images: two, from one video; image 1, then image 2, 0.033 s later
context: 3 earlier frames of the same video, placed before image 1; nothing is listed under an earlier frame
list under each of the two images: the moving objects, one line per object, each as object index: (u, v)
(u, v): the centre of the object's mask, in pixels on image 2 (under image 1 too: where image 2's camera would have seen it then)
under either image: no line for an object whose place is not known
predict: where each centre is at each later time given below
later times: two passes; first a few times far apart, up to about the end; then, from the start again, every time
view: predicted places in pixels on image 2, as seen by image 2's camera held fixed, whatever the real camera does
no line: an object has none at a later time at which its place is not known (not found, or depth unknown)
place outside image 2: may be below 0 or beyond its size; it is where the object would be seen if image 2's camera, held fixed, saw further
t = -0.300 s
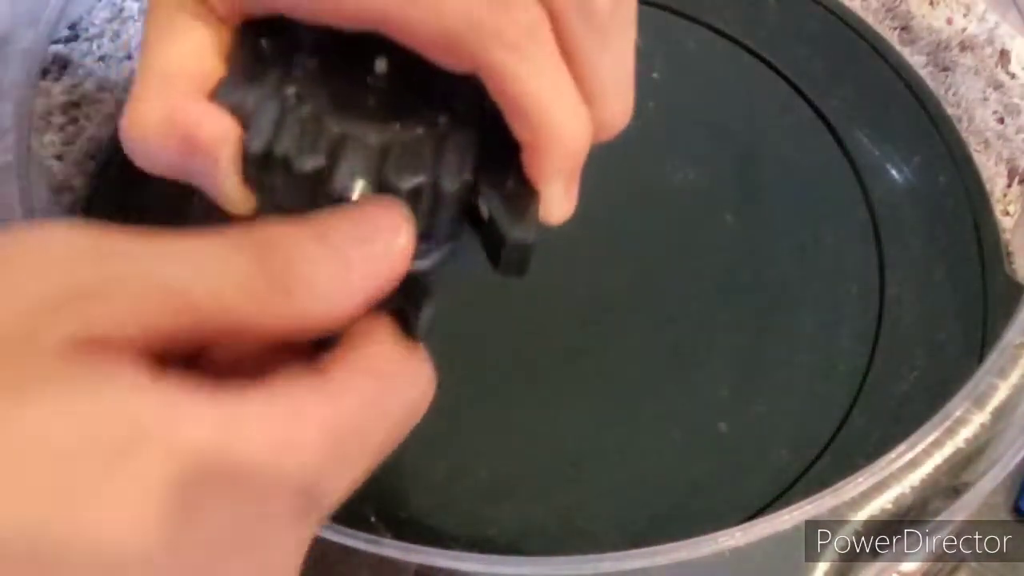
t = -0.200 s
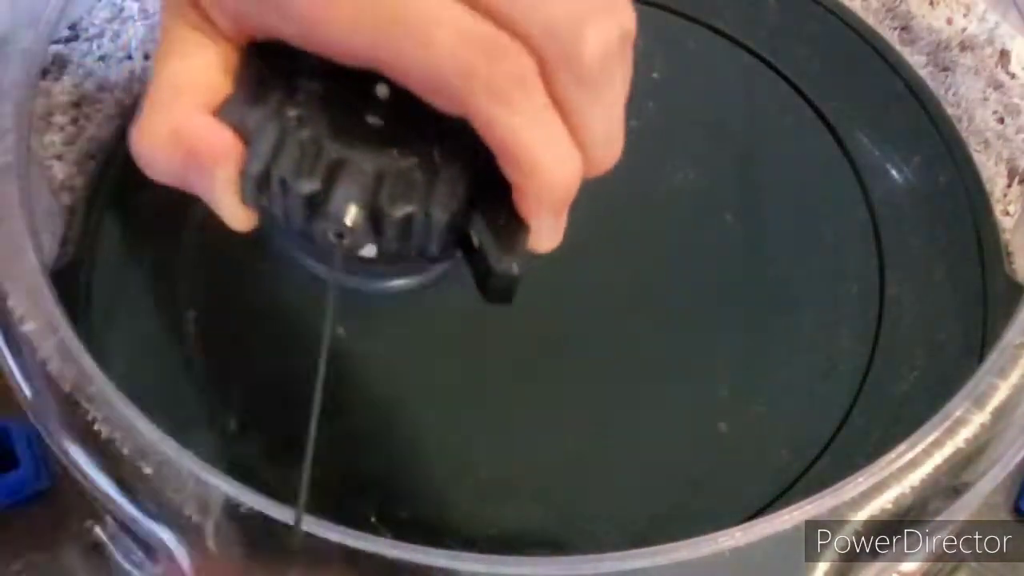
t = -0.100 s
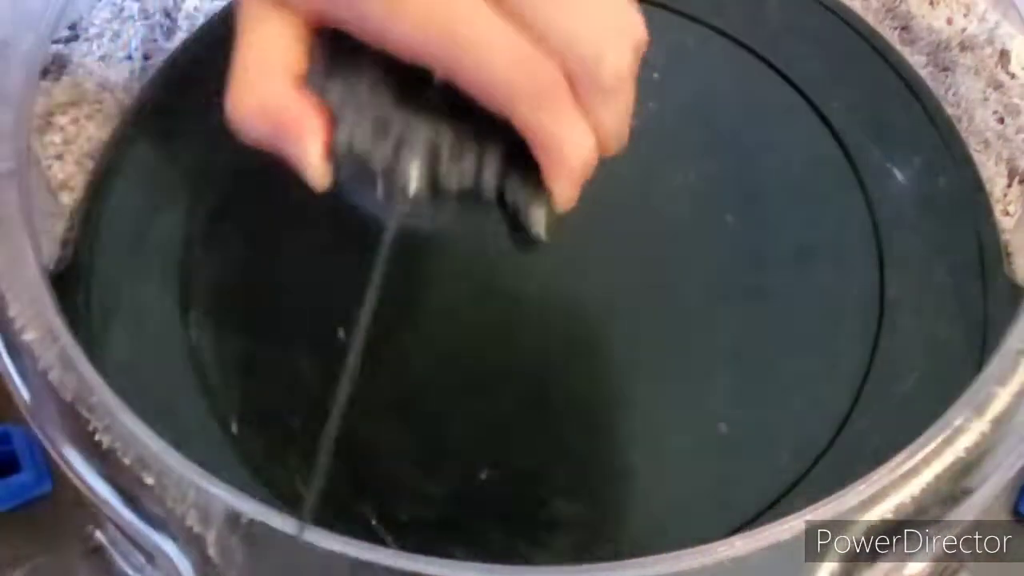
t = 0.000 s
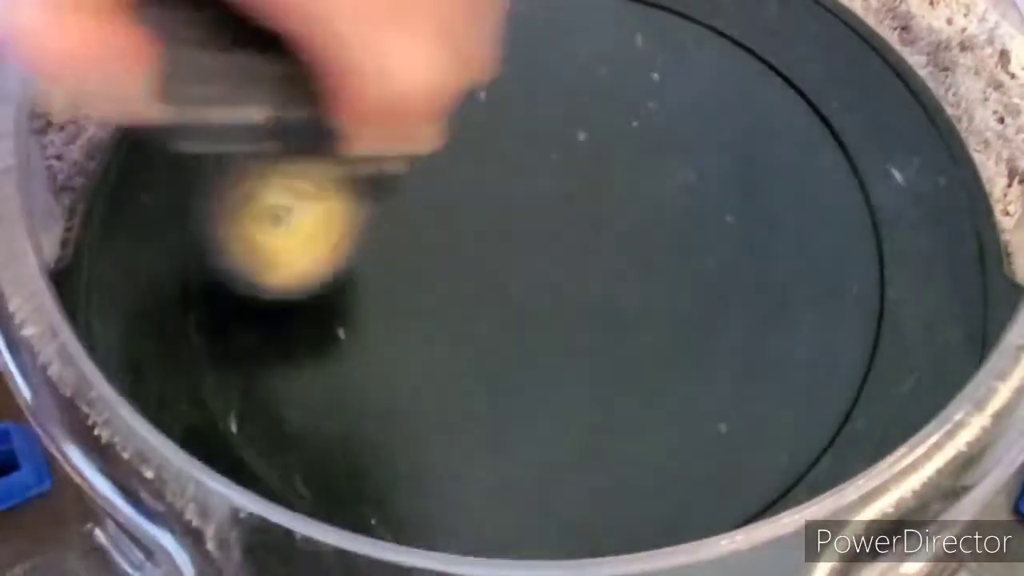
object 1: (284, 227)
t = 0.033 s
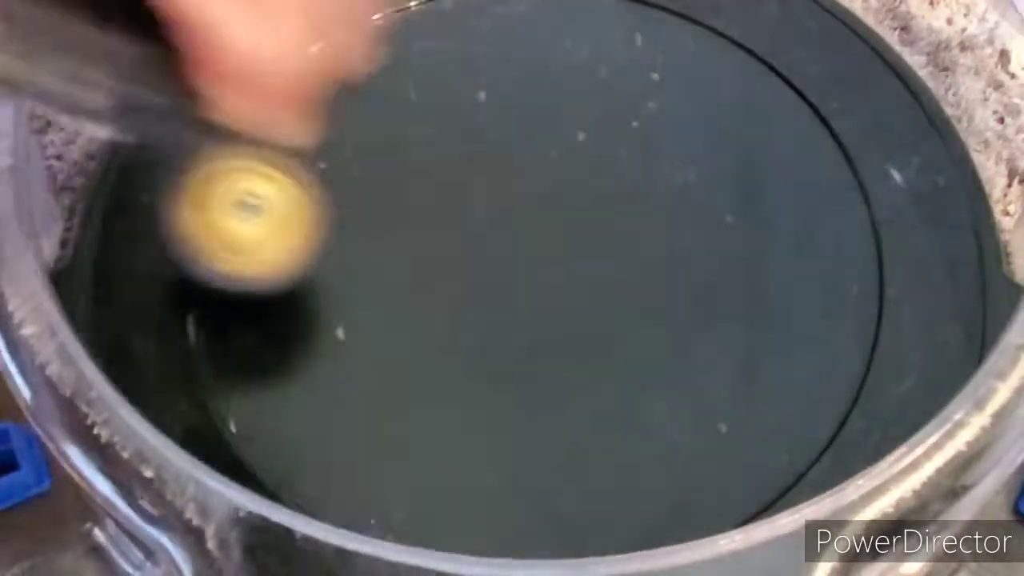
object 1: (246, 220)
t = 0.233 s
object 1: (231, 244)
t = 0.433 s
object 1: (508, 232)
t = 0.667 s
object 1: (757, 311)
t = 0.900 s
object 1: (642, 480)
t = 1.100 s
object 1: (326, 446)
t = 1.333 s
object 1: (290, 152)
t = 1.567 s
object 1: (662, 54)
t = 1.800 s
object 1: (841, 381)
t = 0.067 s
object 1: (212, 216)
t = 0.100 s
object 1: (188, 232)
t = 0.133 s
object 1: (180, 240)
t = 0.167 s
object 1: (185, 238)
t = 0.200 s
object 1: (206, 246)
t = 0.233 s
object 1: (231, 244)
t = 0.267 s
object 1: (268, 244)
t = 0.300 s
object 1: (311, 241)
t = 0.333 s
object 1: (364, 237)
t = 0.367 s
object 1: (412, 234)
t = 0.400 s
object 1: (460, 232)
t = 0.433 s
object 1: (508, 232)
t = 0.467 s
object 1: (554, 234)
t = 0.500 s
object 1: (600, 237)
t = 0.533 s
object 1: (641, 245)
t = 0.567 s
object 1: (680, 255)
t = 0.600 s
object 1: (711, 270)
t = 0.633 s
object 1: (738, 289)
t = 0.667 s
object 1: (757, 311)
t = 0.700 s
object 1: (771, 337)
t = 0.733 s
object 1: (773, 363)
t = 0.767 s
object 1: (766, 392)
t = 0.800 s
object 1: (749, 420)
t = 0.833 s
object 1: (724, 444)
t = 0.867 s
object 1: (688, 463)
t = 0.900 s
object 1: (642, 480)
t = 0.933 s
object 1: (593, 491)
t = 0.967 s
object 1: (539, 498)
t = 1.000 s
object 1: (482, 498)
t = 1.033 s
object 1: (425, 491)
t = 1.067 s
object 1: (373, 473)
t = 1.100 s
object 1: (326, 446)
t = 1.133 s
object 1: (288, 414)
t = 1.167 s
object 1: (263, 372)
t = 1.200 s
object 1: (249, 323)
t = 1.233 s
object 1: (244, 277)
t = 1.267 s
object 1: (249, 232)
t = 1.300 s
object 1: (264, 189)
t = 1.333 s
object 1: (290, 152)
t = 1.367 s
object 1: (326, 117)
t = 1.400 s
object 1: (369, 90)
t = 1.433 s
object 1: (418, 70)
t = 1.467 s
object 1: (473, 56)
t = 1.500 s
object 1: (533, 50)
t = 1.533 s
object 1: (595, 50)
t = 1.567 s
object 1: (662, 54)
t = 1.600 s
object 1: (733, 62)
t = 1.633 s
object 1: (800, 84)
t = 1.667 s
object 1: (858, 117)
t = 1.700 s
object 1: (876, 173)
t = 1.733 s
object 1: (881, 243)
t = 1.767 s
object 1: (871, 314)
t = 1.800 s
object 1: (841, 381)
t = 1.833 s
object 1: (783, 436)
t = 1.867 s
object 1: (698, 477)
